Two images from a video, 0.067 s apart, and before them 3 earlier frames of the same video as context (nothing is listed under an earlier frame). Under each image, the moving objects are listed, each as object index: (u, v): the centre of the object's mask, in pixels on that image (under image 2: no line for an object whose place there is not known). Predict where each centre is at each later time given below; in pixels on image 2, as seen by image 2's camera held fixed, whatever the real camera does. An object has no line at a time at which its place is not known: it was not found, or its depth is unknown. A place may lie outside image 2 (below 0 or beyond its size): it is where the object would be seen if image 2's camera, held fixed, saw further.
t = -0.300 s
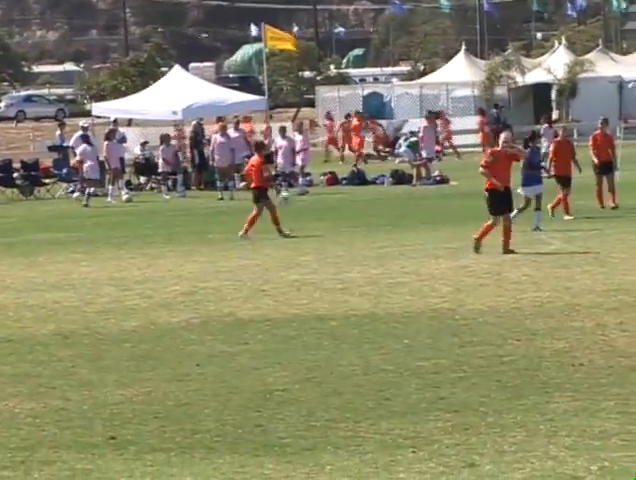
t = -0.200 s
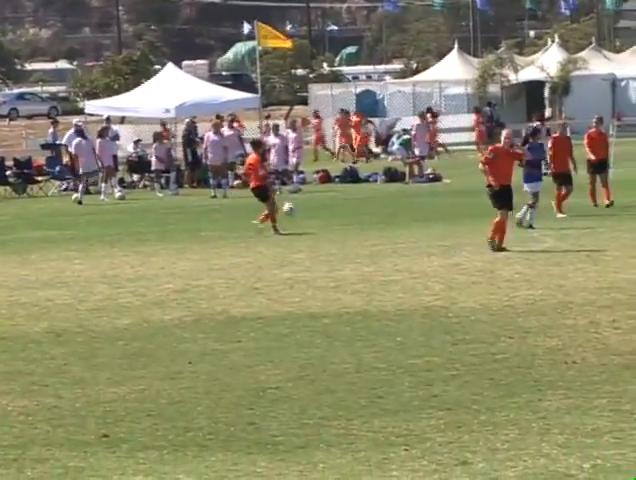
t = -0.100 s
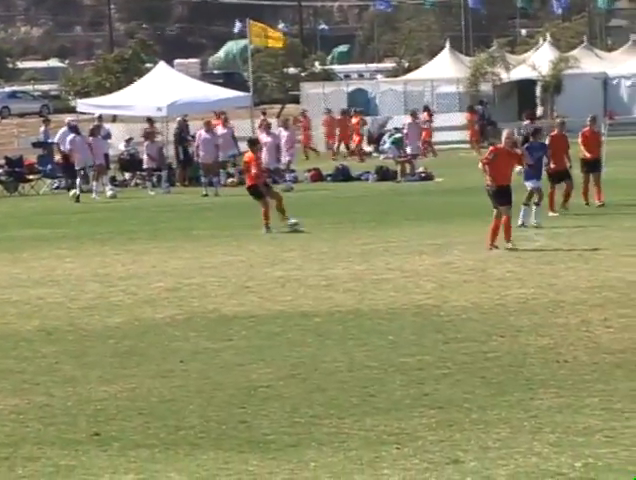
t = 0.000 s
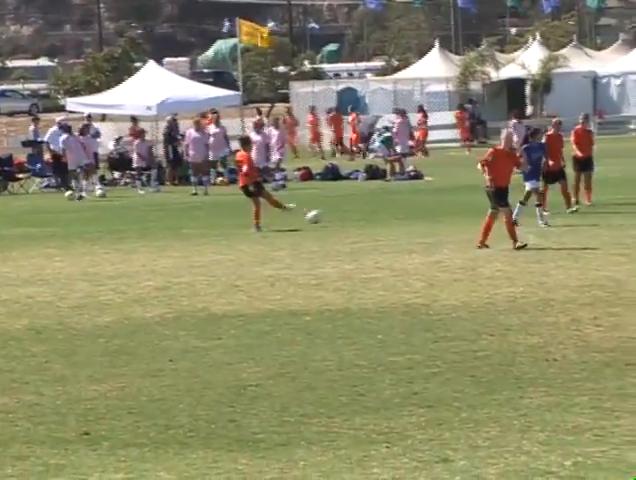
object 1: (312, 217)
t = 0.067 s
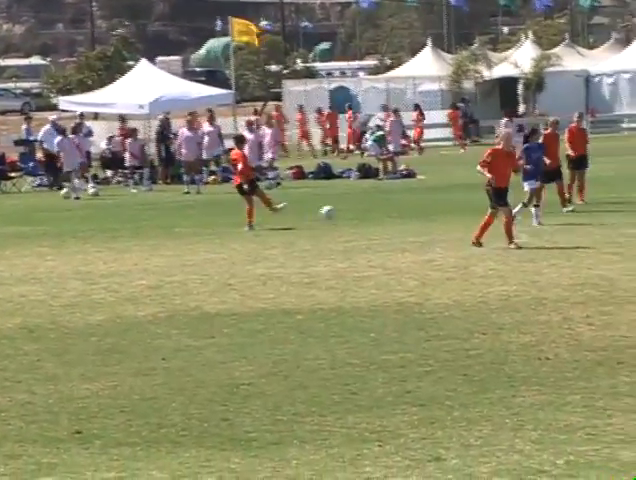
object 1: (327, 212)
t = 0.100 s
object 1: (336, 211)
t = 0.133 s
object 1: (343, 212)
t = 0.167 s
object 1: (352, 213)
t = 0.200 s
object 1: (361, 212)
